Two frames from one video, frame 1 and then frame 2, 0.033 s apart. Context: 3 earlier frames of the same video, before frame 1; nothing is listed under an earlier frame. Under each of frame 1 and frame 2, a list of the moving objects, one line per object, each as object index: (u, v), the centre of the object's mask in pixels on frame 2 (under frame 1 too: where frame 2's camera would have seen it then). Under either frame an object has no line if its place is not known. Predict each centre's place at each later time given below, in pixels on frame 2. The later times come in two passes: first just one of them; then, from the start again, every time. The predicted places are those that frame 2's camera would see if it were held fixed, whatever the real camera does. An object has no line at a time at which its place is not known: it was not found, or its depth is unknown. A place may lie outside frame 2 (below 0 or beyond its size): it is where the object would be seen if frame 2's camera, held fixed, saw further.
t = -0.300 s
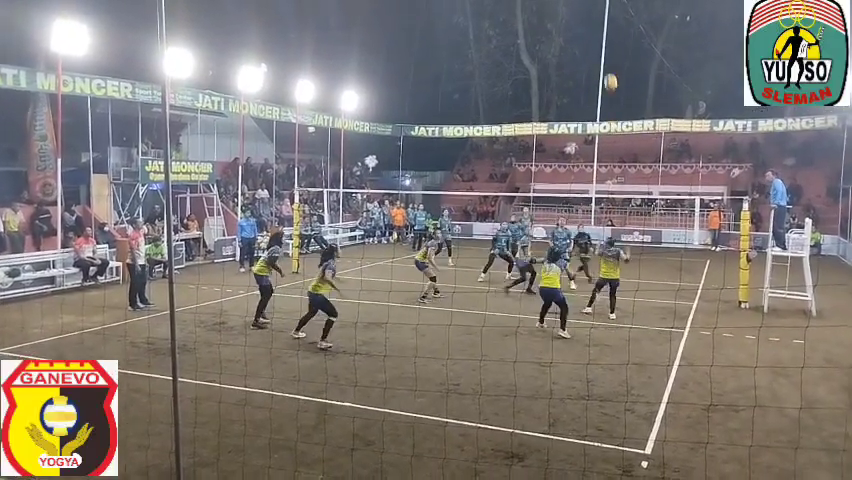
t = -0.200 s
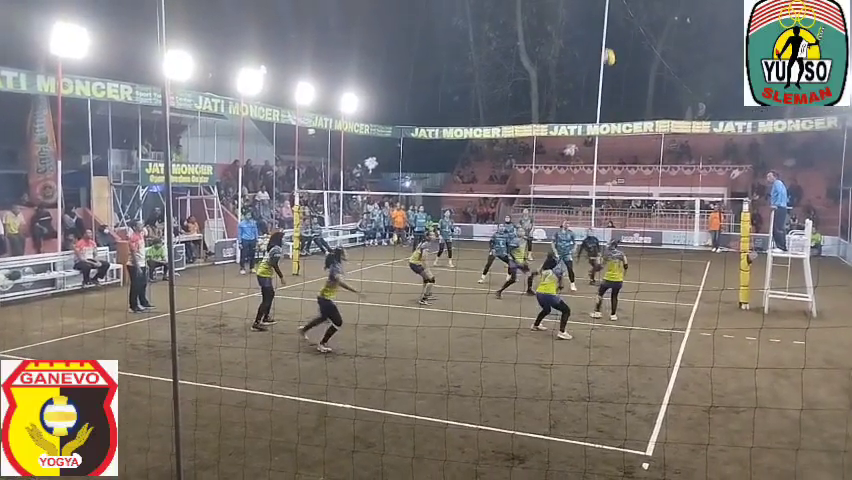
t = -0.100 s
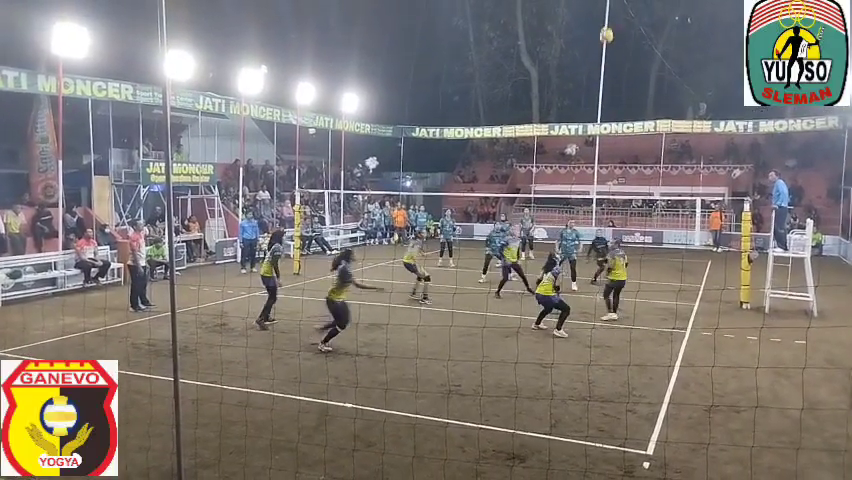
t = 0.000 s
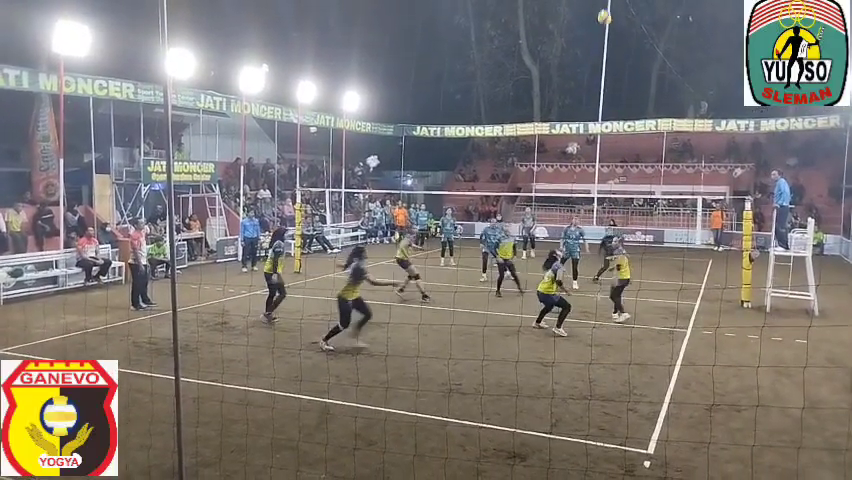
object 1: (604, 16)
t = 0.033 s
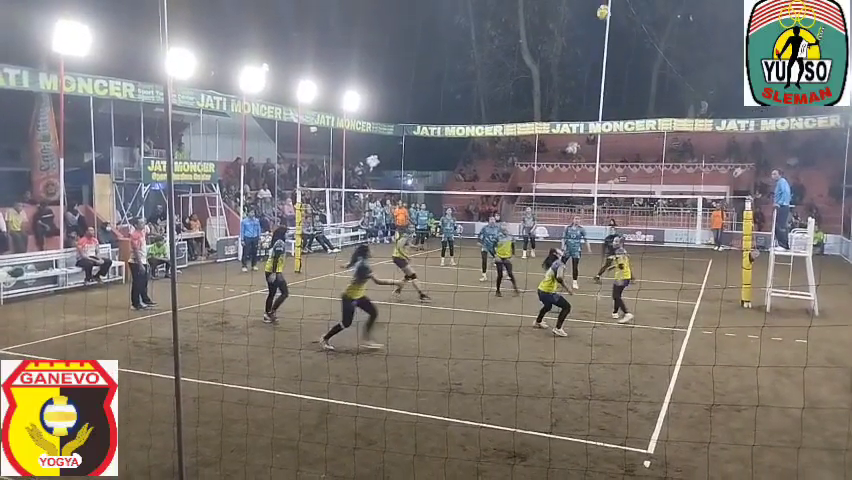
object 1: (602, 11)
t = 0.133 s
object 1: (600, 4)
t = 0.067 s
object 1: (602, 8)
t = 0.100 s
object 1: (601, 6)
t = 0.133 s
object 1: (600, 4)
